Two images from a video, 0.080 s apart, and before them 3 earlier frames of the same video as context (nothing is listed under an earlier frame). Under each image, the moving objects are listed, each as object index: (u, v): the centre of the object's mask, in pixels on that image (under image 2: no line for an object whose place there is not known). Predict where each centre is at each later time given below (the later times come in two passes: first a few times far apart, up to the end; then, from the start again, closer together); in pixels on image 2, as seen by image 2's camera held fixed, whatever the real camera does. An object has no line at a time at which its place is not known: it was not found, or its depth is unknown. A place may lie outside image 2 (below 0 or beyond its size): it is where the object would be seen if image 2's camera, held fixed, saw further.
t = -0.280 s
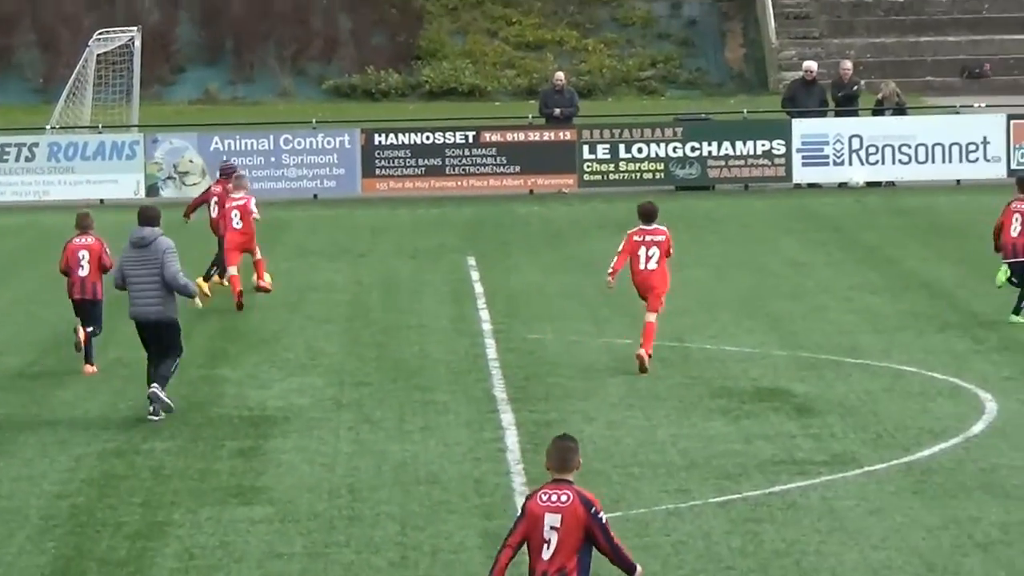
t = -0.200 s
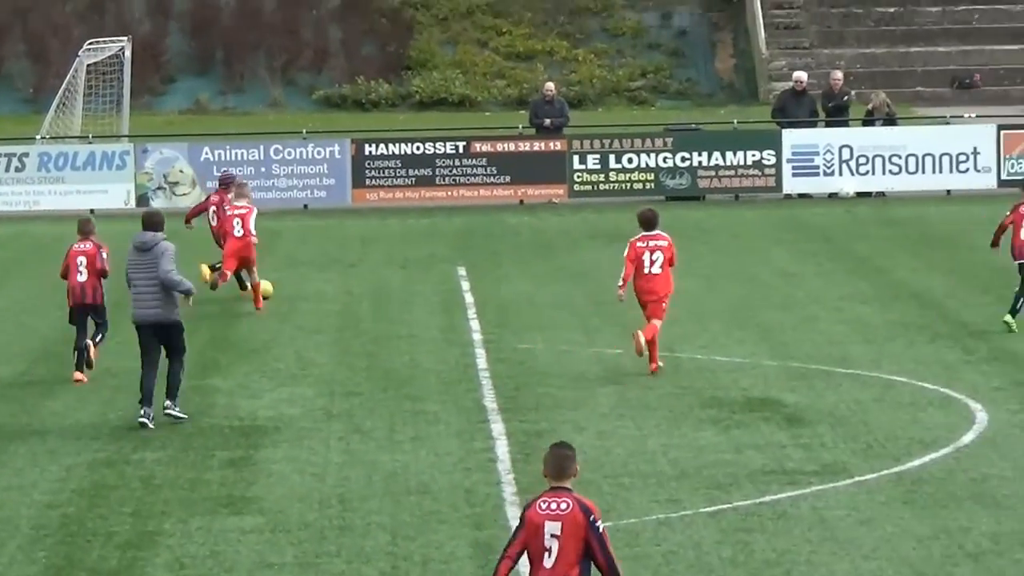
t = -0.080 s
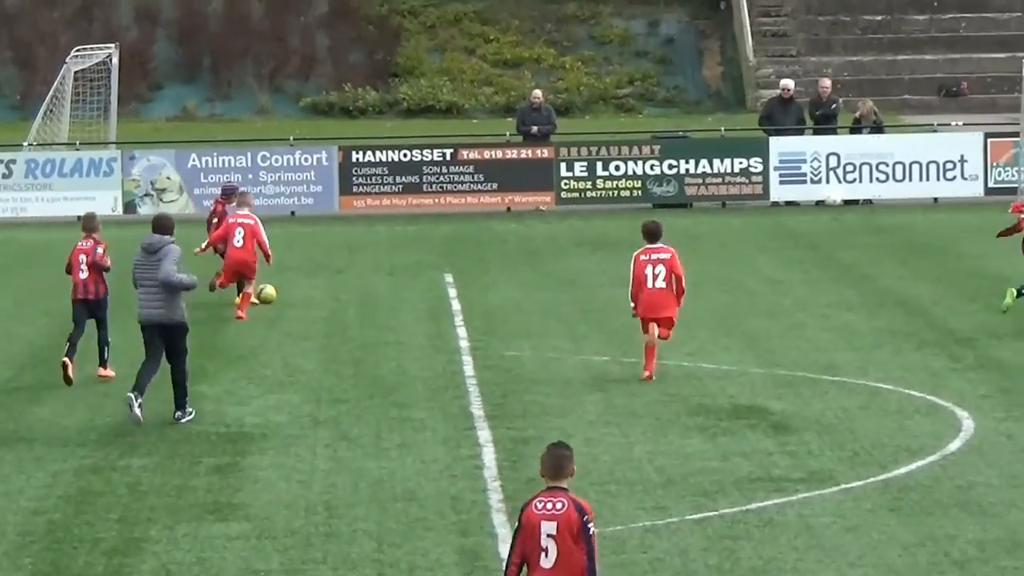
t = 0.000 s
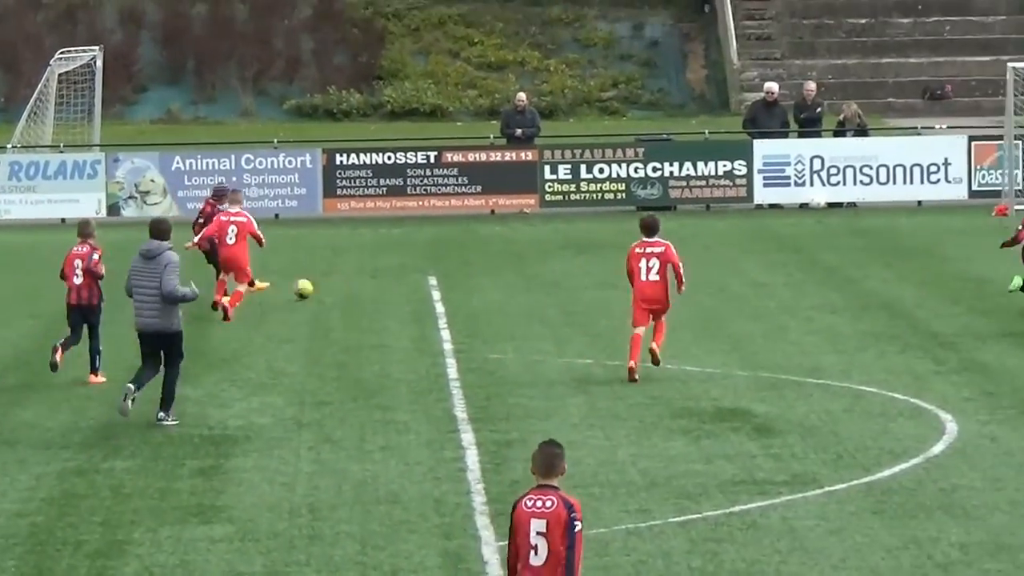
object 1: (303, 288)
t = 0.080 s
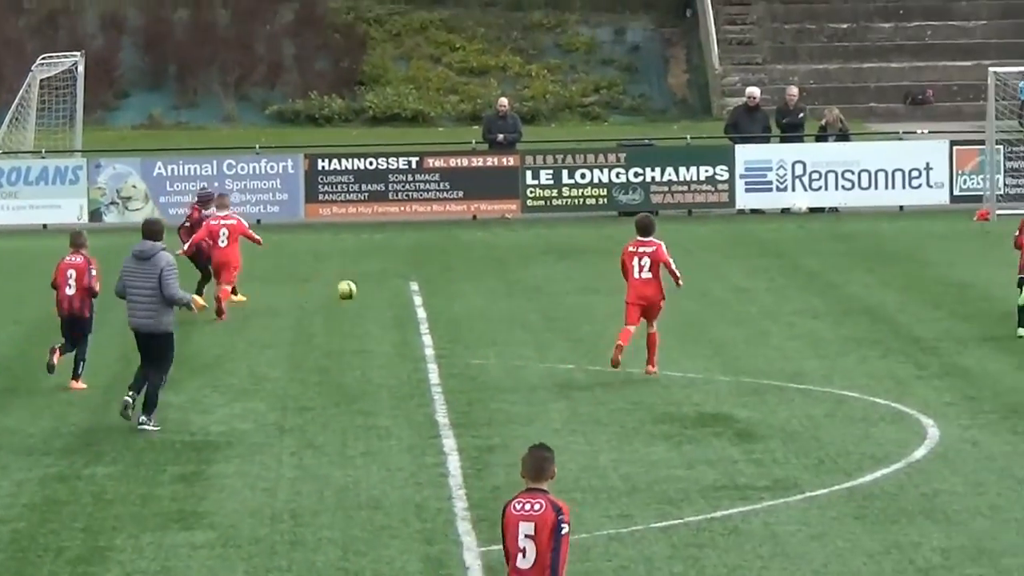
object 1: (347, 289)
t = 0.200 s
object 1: (420, 280)
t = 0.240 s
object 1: (443, 276)
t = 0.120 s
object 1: (371, 285)
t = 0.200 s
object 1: (420, 280)
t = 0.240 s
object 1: (443, 276)
